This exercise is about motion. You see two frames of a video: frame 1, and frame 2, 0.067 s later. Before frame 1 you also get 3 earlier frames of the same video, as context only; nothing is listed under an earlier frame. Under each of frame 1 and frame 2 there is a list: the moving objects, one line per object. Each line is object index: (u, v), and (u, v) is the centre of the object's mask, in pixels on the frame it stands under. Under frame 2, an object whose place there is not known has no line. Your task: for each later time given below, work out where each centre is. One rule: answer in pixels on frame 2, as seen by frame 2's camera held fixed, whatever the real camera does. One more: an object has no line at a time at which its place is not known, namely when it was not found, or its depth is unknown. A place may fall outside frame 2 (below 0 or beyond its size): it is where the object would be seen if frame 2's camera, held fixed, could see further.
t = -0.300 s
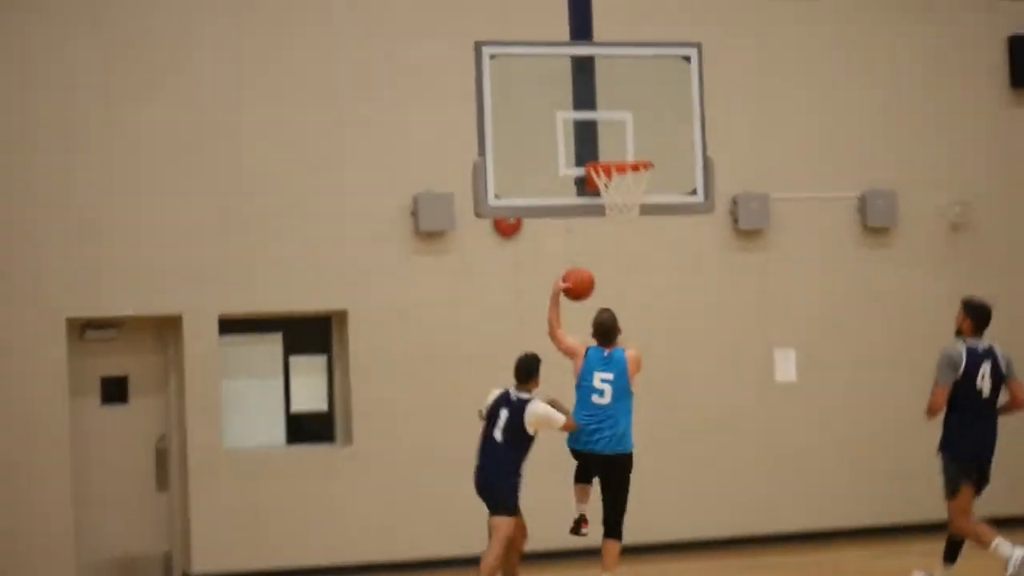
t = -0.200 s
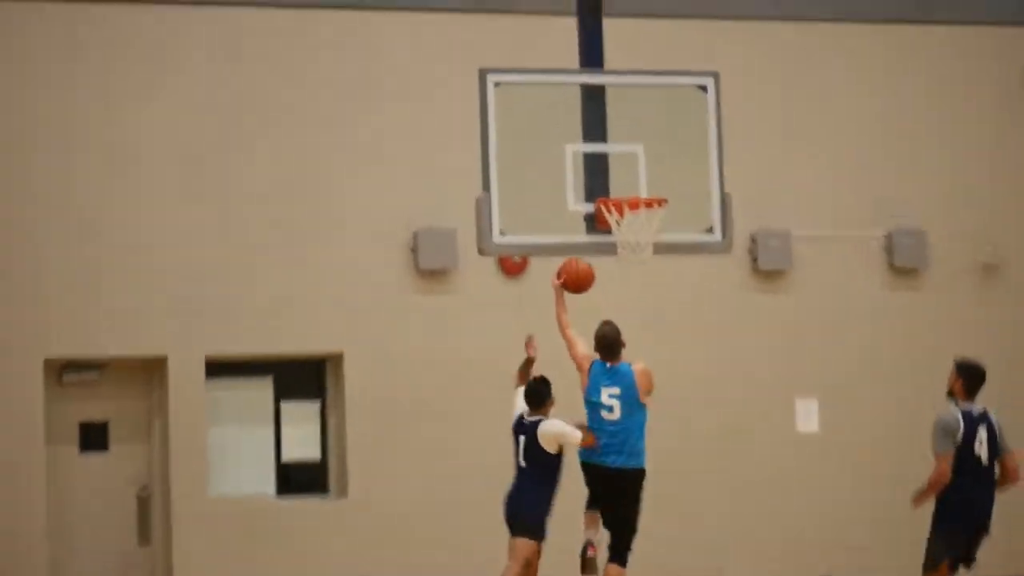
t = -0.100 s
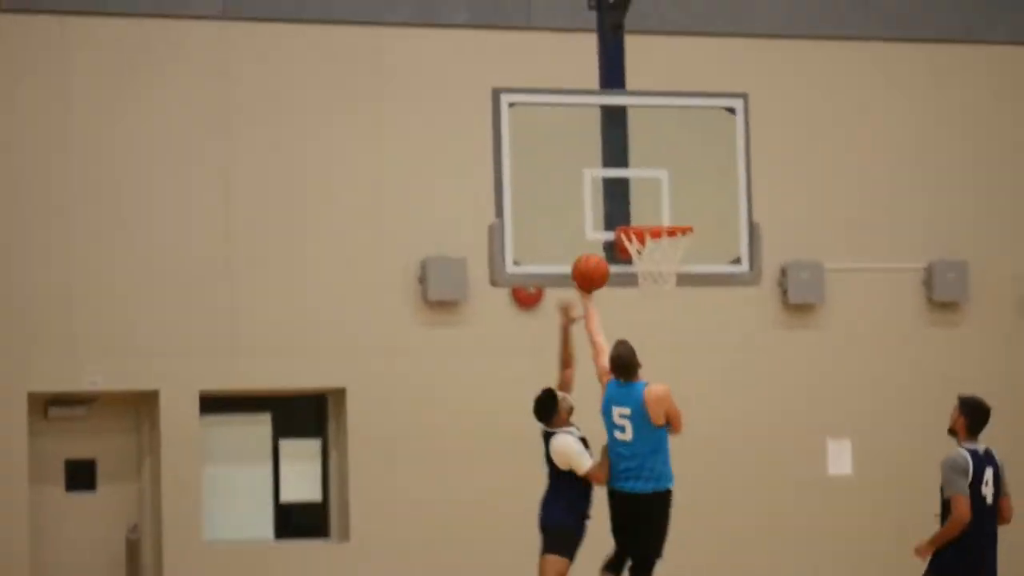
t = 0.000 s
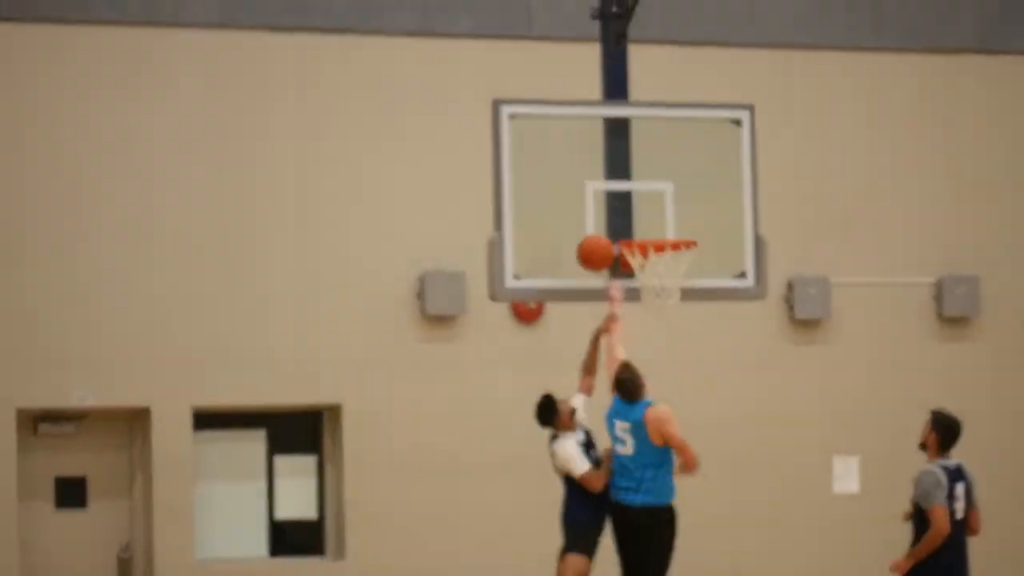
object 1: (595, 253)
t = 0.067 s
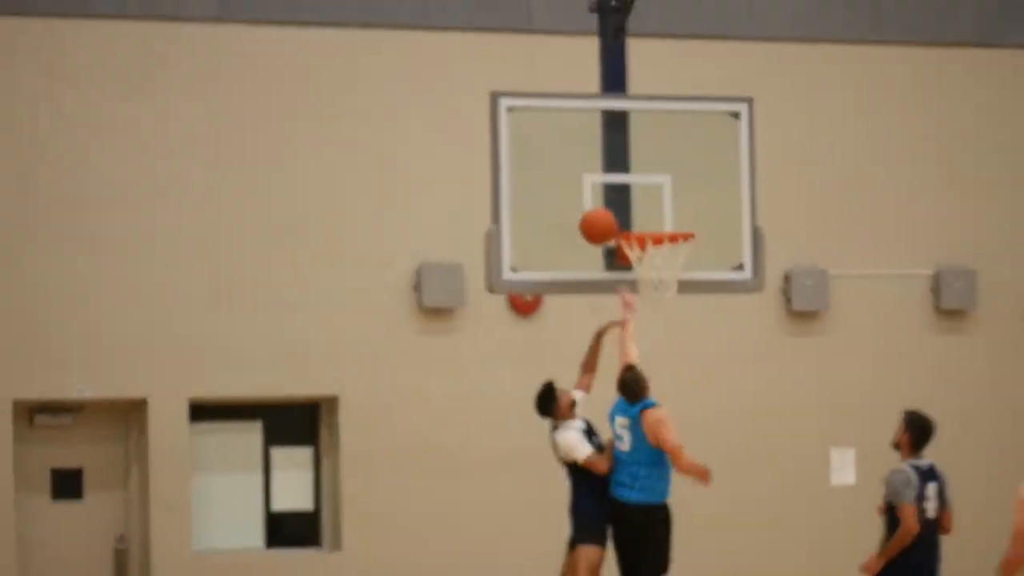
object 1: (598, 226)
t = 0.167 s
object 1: (607, 212)
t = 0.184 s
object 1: (609, 211)
